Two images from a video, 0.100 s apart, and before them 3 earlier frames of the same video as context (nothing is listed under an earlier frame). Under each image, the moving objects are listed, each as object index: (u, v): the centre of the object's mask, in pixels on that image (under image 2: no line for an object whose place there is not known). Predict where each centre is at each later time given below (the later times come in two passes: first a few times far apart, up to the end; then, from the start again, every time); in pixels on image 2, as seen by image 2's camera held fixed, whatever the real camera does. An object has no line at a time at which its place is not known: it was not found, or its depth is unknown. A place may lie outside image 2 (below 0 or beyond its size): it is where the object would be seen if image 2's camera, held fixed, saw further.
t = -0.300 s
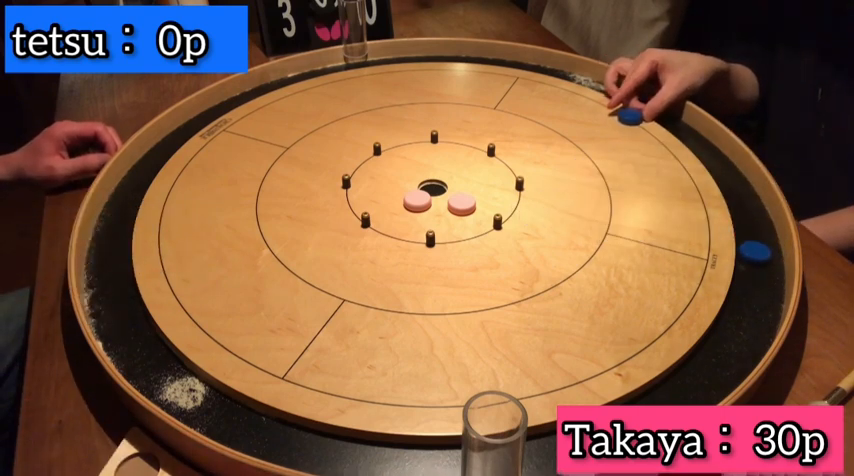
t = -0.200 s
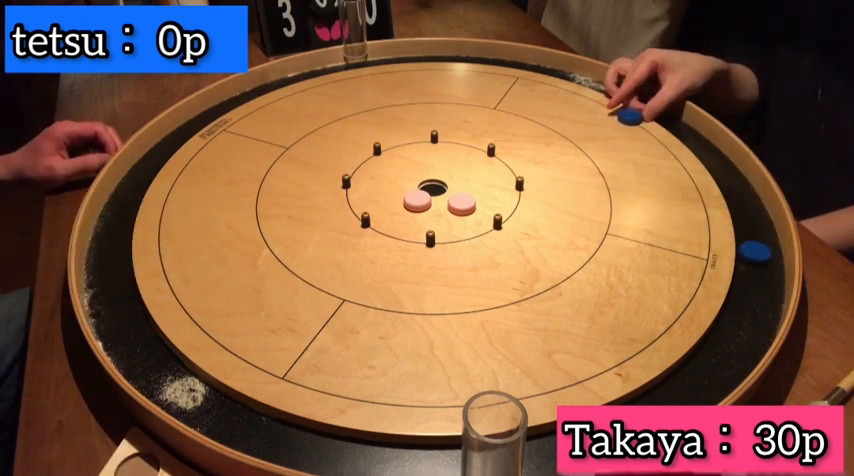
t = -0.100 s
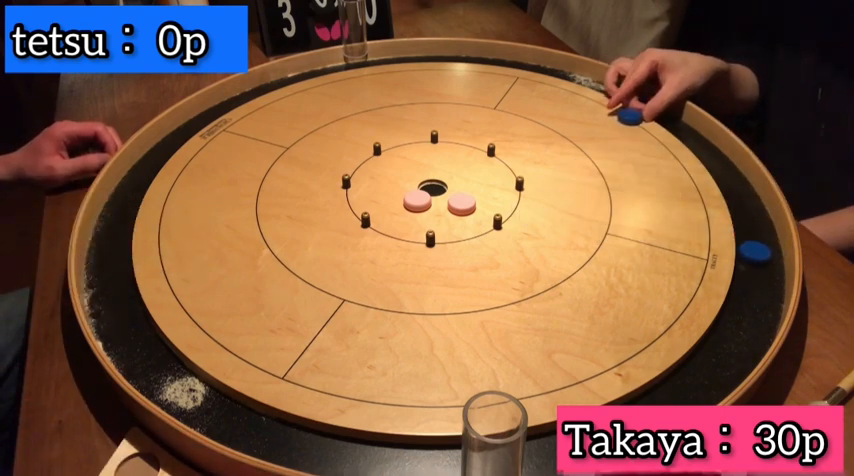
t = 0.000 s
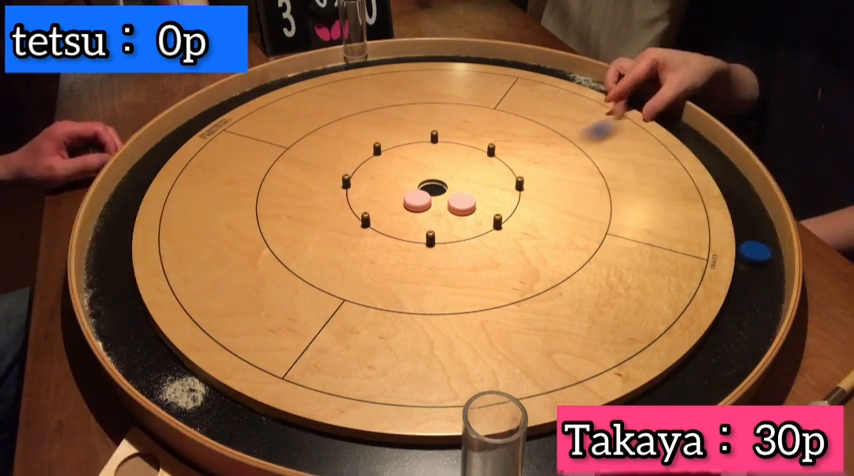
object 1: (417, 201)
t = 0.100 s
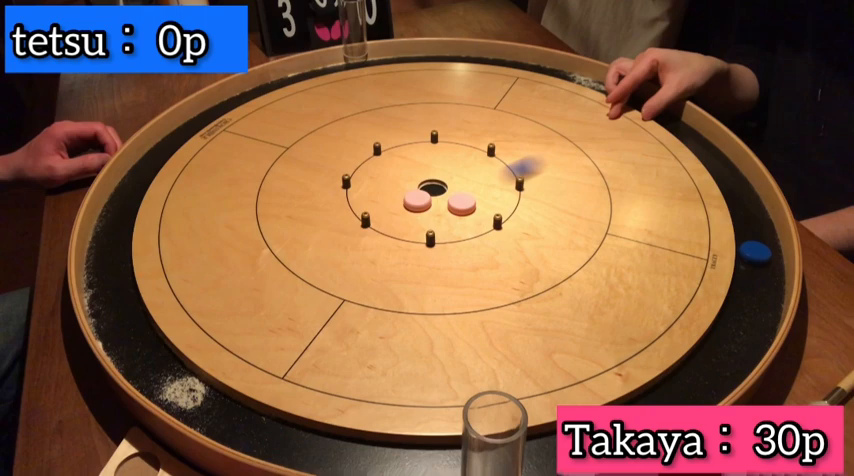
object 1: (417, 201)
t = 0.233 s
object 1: (416, 199)
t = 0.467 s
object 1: (365, 161)
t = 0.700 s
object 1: (339, 169)
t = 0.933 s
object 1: (336, 170)
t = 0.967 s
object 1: (336, 170)
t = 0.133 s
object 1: (417, 201)
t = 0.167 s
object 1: (417, 201)
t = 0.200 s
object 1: (417, 201)
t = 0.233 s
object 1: (416, 199)
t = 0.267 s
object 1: (405, 191)
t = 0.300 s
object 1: (397, 183)
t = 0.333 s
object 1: (389, 175)
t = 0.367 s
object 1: (382, 169)
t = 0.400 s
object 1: (376, 165)
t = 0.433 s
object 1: (371, 160)
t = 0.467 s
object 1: (365, 161)
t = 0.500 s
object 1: (360, 163)
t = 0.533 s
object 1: (354, 164)
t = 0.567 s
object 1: (350, 166)
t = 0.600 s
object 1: (346, 167)
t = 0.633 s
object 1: (343, 168)
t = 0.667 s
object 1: (340, 168)
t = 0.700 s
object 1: (339, 169)
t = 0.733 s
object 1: (338, 169)
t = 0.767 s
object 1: (337, 169)
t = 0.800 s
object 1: (337, 169)
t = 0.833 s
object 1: (337, 170)
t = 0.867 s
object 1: (336, 170)
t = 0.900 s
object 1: (336, 170)
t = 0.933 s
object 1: (336, 170)
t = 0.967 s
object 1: (336, 170)
